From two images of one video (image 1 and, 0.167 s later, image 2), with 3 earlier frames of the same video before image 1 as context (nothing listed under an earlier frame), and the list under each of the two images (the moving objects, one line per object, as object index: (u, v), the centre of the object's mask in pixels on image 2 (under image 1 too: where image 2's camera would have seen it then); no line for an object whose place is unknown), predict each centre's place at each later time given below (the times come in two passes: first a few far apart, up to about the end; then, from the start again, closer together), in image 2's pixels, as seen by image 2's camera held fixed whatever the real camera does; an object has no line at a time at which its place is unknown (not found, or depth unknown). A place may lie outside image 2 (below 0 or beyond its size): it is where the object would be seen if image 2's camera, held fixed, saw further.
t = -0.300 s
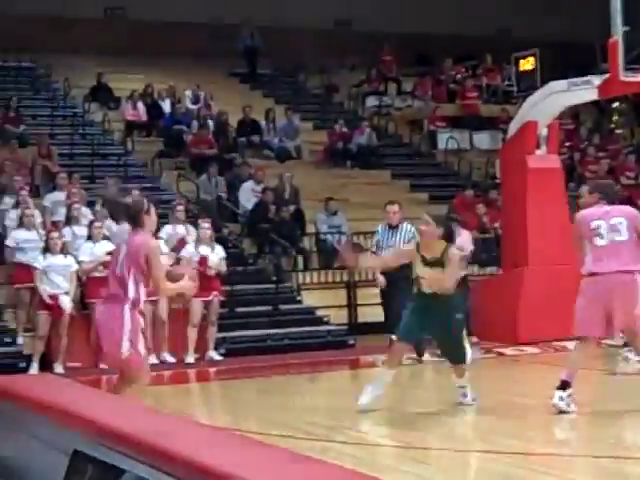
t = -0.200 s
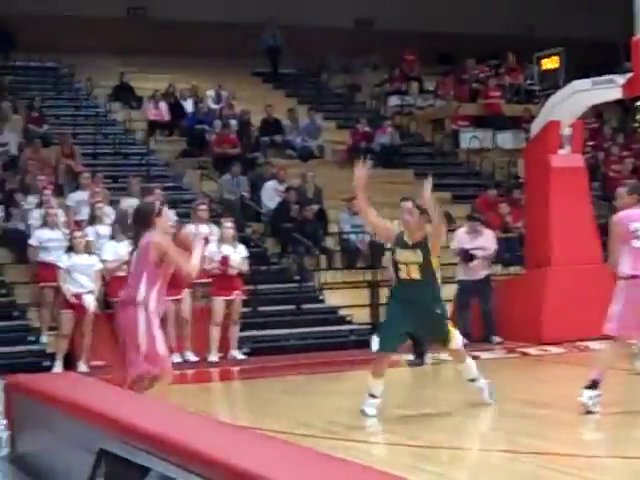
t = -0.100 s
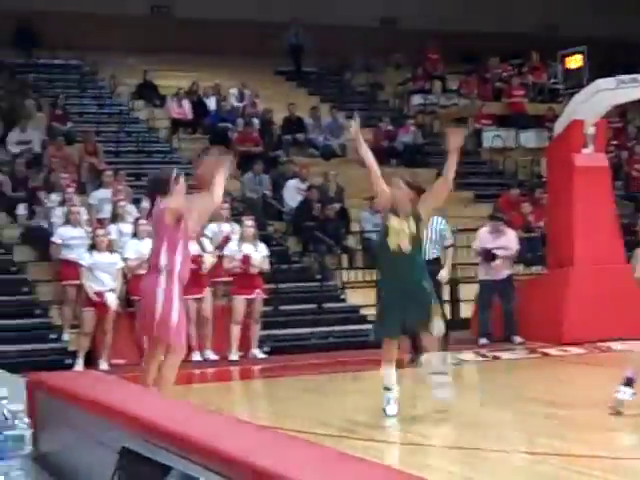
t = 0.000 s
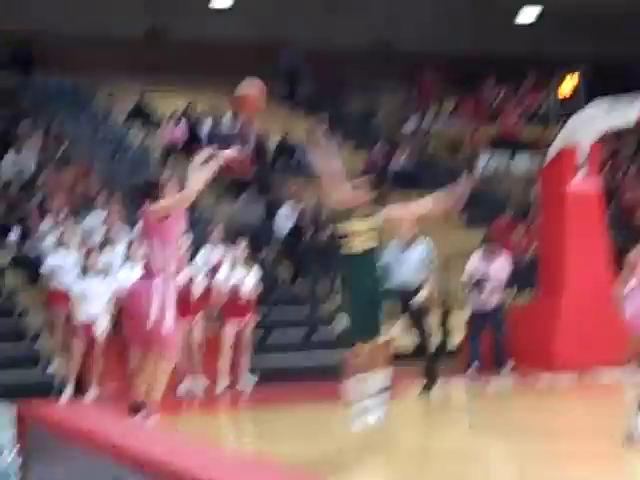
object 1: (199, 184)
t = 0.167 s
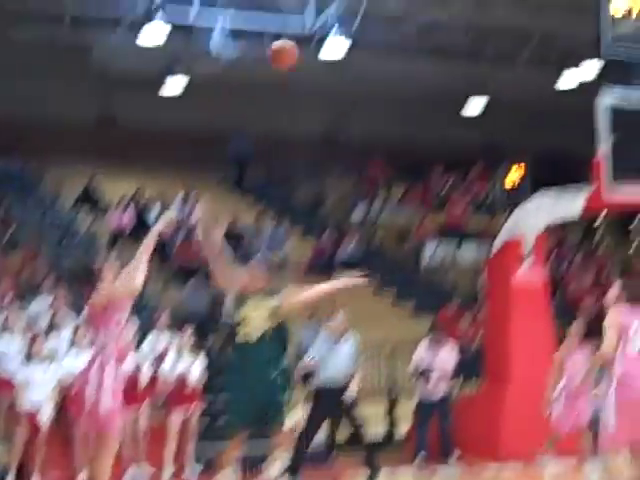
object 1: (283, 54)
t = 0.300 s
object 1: (343, -13)
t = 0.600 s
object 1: (453, -77)
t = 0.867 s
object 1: (536, -52)
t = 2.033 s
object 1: (577, 176)
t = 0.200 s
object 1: (299, 35)
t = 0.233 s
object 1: (313, 17)
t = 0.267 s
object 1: (329, 1)
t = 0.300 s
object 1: (343, -13)
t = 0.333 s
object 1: (355, -26)
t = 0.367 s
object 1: (369, -37)
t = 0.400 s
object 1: (382, -47)
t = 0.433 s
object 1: (394, -55)
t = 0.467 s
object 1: (407, -64)
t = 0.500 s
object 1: (419, -69)
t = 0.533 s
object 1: (431, -72)
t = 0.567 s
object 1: (442, -75)
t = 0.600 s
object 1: (453, -77)
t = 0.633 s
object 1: (464, -77)
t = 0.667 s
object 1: (474, -77)
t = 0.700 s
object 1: (485, -75)
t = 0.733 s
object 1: (495, -73)
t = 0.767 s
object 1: (506, -70)
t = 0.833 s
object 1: (525, -58)
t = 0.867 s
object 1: (536, -52)
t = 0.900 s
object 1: (546, -43)
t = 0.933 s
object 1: (556, -34)
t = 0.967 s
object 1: (565, -25)
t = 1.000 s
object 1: (576, -14)
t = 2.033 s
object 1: (577, 176)
